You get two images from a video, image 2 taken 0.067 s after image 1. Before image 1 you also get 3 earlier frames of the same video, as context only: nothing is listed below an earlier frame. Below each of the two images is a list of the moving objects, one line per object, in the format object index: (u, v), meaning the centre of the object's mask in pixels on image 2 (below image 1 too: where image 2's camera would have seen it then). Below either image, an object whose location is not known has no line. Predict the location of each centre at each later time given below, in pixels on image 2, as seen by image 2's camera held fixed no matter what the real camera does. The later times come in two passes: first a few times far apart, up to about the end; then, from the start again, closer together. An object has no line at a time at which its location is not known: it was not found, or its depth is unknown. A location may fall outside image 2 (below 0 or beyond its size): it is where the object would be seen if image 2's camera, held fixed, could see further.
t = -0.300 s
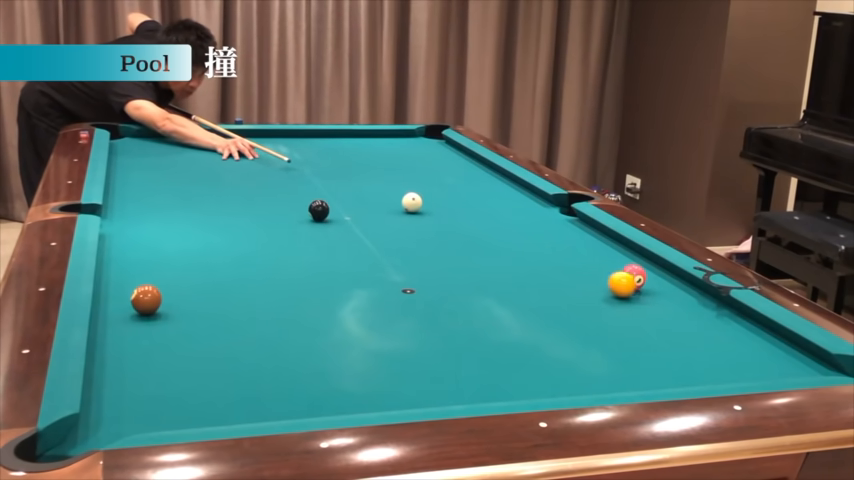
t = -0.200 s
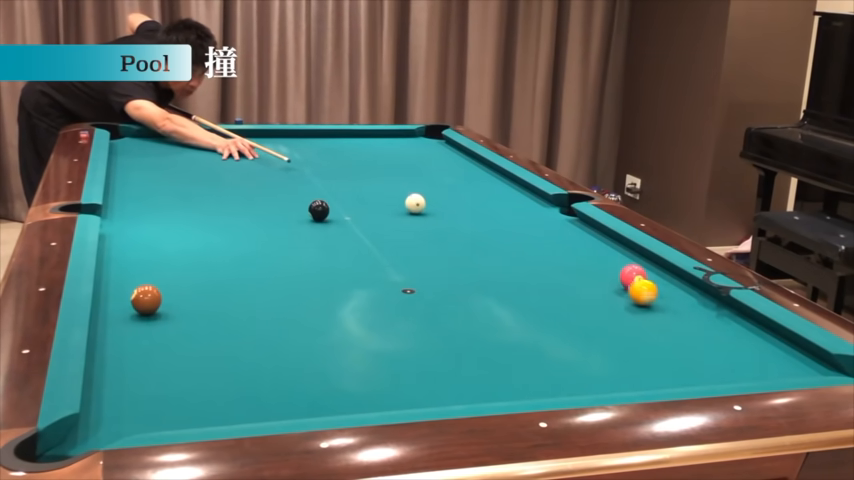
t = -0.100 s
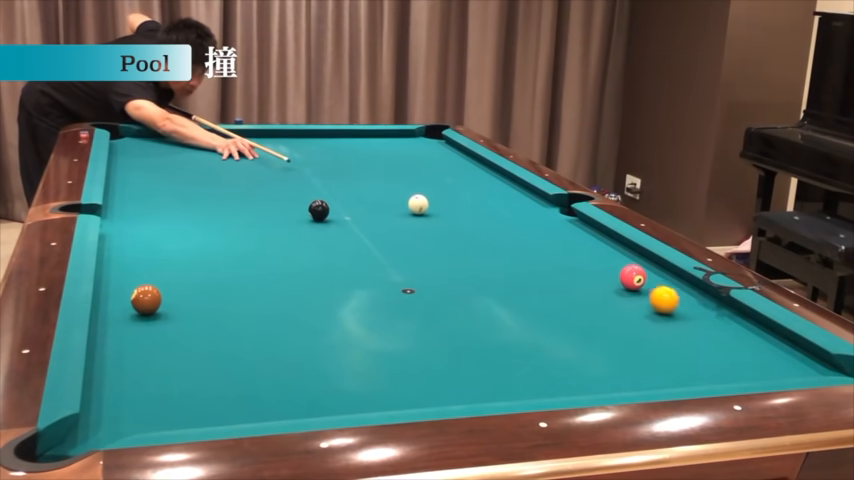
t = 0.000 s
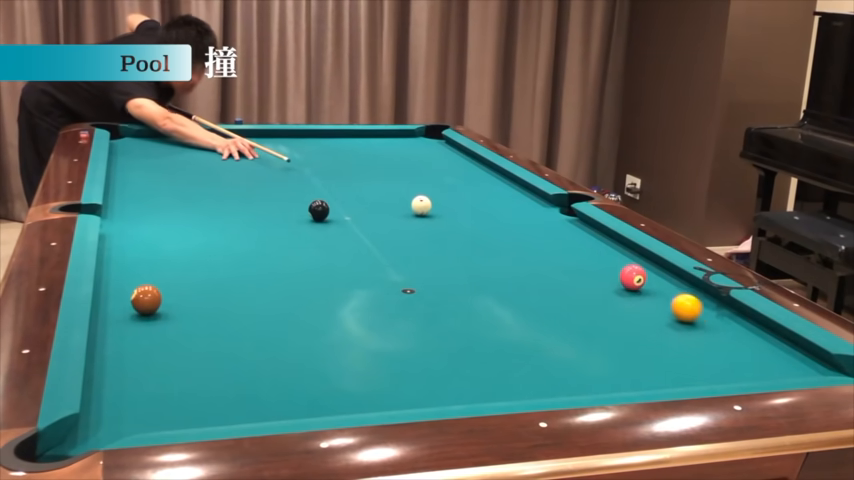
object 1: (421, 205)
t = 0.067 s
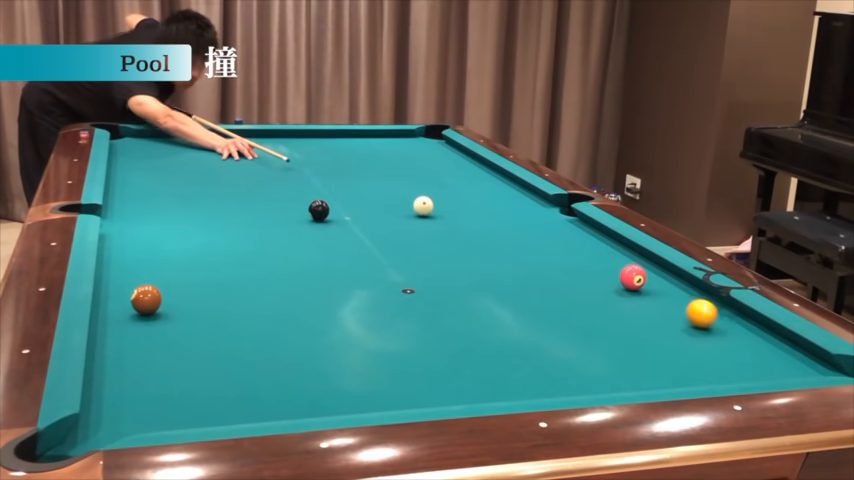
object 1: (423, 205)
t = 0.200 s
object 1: (427, 207)
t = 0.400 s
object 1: (432, 208)
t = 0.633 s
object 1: (437, 210)
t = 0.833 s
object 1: (441, 211)
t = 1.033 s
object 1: (444, 212)
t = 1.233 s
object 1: (447, 213)
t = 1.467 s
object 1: (450, 214)
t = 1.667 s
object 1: (451, 214)
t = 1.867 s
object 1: (452, 214)
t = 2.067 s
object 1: (453, 214)
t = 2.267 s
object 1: (453, 214)
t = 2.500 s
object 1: (453, 214)
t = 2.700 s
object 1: (453, 214)
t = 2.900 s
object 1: (453, 215)
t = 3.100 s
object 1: (453, 214)
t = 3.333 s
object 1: (452, 214)
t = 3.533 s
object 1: (452, 214)
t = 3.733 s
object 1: (452, 214)
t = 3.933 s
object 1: (452, 214)
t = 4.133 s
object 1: (452, 215)
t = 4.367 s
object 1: (452, 214)
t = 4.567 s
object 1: (452, 215)
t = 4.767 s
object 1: (452, 215)
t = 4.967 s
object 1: (453, 215)
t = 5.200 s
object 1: (453, 214)
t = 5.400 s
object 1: (453, 214)
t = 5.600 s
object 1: (453, 214)
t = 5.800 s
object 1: (452, 215)
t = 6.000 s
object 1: (453, 215)
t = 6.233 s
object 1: (452, 215)
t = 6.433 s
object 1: (452, 215)
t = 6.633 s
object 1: (452, 214)
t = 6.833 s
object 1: (452, 215)
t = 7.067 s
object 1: (452, 215)
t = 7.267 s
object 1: (452, 215)
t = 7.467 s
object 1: (452, 215)
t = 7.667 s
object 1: (452, 215)
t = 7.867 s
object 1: (452, 215)
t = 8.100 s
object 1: (452, 215)
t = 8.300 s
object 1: (452, 215)
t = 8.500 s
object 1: (452, 214)
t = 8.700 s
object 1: (452, 214)
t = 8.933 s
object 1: (453, 214)
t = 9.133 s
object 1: (453, 214)
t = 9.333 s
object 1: (453, 214)
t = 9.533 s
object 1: (452, 214)
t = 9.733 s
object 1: (452, 214)
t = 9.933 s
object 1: (452, 214)
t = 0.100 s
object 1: (424, 206)
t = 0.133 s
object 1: (425, 206)
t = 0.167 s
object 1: (426, 206)
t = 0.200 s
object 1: (427, 207)
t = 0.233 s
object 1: (428, 207)
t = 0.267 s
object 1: (428, 207)
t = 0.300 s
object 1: (429, 208)
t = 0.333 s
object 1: (430, 208)
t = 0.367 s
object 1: (431, 208)
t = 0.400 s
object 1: (432, 208)
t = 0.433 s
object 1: (433, 209)
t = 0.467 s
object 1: (434, 209)
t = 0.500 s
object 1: (434, 209)
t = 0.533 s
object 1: (435, 209)
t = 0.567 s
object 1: (436, 210)
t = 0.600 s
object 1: (436, 210)
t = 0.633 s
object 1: (437, 210)
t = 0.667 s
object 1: (438, 210)
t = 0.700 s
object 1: (439, 211)
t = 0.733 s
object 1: (439, 211)
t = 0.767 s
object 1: (440, 211)
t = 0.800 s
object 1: (441, 211)
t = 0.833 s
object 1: (441, 211)
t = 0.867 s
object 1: (442, 212)
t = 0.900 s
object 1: (442, 212)
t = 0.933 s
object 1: (443, 212)
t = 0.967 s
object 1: (443, 212)
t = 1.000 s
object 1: (444, 212)
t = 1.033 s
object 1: (444, 212)
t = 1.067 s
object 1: (445, 213)
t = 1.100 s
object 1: (445, 213)
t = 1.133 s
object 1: (446, 213)
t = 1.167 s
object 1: (446, 213)
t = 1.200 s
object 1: (447, 213)
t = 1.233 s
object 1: (447, 213)
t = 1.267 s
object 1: (448, 213)
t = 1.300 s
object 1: (448, 213)
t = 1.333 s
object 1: (448, 214)
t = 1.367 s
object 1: (449, 214)
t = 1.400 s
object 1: (449, 214)
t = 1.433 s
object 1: (449, 214)
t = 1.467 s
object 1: (450, 214)
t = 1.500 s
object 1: (450, 214)
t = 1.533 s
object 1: (450, 214)
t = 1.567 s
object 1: (450, 214)
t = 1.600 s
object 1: (451, 214)
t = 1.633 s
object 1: (451, 214)
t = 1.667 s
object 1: (451, 214)
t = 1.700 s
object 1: (452, 214)
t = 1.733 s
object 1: (452, 214)
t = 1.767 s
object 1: (452, 214)
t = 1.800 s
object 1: (452, 214)
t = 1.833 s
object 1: (452, 214)
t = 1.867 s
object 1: (452, 214)
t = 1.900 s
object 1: (453, 214)
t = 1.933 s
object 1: (453, 214)
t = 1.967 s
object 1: (453, 214)
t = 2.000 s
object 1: (453, 214)
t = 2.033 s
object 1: (453, 214)
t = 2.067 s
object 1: (453, 214)
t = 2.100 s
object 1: (453, 214)
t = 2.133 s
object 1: (453, 214)
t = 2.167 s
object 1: (453, 214)
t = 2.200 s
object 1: (453, 214)
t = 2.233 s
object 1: (453, 214)
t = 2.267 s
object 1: (453, 214)
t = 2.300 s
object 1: (453, 214)
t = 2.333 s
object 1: (453, 214)
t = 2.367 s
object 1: (453, 214)
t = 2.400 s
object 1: (453, 214)
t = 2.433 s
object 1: (453, 214)
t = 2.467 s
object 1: (453, 214)
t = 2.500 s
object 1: (453, 214)
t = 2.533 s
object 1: (453, 214)
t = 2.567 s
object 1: (453, 214)
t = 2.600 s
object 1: (453, 214)
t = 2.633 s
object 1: (453, 214)
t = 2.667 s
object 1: (453, 214)
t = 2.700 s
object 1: (453, 214)
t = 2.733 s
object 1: (453, 214)
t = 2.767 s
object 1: (453, 214)
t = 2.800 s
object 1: (453, 214)
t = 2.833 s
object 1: (453, 214)
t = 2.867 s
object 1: (452, 214)
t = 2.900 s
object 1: (453, 215)
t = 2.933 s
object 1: (453, 214)
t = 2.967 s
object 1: (453, 214)
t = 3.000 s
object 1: (452, 214)
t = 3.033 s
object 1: (453, 214)
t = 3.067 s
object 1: (452, 214)
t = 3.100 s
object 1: (453, 214)
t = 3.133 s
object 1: (453, 214)
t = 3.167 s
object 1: (452, 215)
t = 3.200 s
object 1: (453, 215)
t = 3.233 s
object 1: (453, 215)
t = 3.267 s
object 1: (453, 215)
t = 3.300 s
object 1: (452, 215)
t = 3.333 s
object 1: (452, 214)
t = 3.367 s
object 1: (453, 214)
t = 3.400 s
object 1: (453, 214)
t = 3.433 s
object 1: (453, 214)
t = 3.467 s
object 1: (452, 214)
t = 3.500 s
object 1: (452, 214)
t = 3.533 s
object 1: (452, 214)
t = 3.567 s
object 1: (452, 214)
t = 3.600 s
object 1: (452, 215)
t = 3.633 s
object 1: (452, 214)
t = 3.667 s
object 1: (452, 214)
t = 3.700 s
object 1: (452, 214)
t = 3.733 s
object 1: (452, 214)
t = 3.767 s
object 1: (452, 214)
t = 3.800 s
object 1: (452, 215)
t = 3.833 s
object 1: (453, 215)
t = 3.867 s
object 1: (452, 214)
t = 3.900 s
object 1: (452, 214)
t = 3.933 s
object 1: (452, 214)
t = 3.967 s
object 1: (452, 214)
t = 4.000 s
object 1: (452, 214)
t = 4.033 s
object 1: (452, 215)
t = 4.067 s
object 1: (452, 214)
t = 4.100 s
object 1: (452, 215)
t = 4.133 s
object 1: (452, 215)
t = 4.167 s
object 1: (453, 215)
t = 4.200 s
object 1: (452, 215)
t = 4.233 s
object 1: (452, 215)
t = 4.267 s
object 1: (452, 215)
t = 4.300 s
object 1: (452, 215)
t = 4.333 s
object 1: (452, 215)
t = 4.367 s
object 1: (452, 214)
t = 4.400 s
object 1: (452, 215)
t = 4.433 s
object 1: (452, 215)
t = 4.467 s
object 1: (452, 215)
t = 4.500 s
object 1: (452, 215)
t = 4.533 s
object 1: (452, 215)
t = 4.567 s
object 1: (452, 215)
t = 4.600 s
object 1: (453, 215)
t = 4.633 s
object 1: (452, 215)
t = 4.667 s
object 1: (453, 215)
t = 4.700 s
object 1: (453, 215)
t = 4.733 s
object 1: (453, 215)
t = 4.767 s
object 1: (452, 215)
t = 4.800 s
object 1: (452, 214)
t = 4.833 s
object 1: (452, 214)
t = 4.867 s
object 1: (452, 215)
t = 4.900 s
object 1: (452, 214)
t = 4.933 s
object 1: (453, 215)
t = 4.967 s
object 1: (453, 215)
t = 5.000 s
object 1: (452, 215)
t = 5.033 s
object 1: (453, 215)
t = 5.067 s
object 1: (452, 214)
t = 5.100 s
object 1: (452, 214)
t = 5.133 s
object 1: (452, 214)
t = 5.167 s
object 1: (452, 214)
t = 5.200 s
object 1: (453, 214)
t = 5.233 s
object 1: (453, 214)
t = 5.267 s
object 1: (453, 214)
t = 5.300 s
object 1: (453, 214)
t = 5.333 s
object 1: (453, 214)
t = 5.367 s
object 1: (453, 214)
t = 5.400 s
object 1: (453, 214)
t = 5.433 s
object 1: (453, 214)
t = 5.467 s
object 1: (453, 214)
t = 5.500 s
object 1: (453, 214)
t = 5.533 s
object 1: (453, 214)
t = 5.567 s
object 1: (453, 214)
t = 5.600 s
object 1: (453, 214)
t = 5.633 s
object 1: (452, 214)
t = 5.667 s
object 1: (452, 214)
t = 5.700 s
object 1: (453, 215)
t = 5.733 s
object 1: (452, 214)
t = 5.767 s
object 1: (452, 214)
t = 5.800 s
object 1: (452, 215)
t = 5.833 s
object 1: (452, 214)
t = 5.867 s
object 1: (452, 214)
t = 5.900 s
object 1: (452, 215)
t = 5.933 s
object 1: (452, 214)
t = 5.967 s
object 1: (453, 215)
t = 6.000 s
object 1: (453, 215)
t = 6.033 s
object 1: (452, 215)
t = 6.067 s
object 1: (453, 215)
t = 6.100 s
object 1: (452, 215)
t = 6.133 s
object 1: (452, 215)
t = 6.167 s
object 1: (452, 215)
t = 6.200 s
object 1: (452, 214)
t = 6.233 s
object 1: (452, 215)
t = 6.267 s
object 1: (452, 215)
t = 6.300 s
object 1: (452, 215)
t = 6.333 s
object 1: (452, 215)
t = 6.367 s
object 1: (452, 215)
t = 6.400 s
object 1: (452, 215)
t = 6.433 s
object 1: (452, 215)
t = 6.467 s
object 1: (452, 215)
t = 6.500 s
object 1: (452, 215)
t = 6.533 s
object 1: (452, 215)
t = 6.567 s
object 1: (452, 215)
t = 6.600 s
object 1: (452, 214)
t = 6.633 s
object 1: (452, 214)
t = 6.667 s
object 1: (452, 214)
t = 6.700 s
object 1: (452, 215)
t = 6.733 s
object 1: (452, 215)
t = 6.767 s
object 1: (452, 215)
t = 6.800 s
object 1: (452, 215)
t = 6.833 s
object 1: (452, 215)
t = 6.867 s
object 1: (452, 215)
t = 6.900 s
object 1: (452, 215)
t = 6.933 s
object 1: (452, 215)
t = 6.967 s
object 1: (452, 215)
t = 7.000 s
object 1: (452, 215)
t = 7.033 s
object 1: (452, 215)
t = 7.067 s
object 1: (452, 215)
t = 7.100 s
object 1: (452, 215)
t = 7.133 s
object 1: (452, 214)
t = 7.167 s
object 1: (452, 214)
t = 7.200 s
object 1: (452, 215)
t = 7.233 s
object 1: (452, 215)
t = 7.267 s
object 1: (452, 215)
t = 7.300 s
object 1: (452, 215)
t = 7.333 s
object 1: (452, 215)
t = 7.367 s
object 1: (452, 215)
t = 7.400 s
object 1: (452, 215)
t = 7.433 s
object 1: (452, 215)
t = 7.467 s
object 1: (452, 215)
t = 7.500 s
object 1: (452, 215)
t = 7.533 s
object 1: (452, 215)
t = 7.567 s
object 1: (452, 215)
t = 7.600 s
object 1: (452, 215)
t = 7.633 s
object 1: (452, 215)
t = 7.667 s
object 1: (452, 215)
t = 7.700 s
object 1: (452, 215)
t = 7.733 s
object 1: (452, 215)
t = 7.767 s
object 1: (452, 215)
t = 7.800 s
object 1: (452, 215)
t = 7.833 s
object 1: (452, 215)
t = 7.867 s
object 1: (452, 215)
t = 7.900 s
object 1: (452, 215)
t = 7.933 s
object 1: (452, 215)
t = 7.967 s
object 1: (452, 215)
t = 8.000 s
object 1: (452, 215)
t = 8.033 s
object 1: (452, 215)
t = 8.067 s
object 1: (452, 215)
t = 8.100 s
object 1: (452, 215)
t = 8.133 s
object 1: (452, 215)
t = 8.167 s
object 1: (452, 215)
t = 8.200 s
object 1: (452, 215)
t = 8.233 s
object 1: (452, 215)
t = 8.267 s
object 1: (452, 214)
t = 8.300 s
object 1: (452, 215)
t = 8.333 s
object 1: (452, 215)
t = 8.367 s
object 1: (452, 214)
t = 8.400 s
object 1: (452, 215)
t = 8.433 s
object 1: (452, 214)
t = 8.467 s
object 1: (452, 214)
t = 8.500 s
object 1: (452, 214)
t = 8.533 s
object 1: (452, 214)
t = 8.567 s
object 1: (452, 214)
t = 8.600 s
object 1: (452, 214)
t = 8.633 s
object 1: (452, 214)
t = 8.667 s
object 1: (452, 214)
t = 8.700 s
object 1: (452, 214)
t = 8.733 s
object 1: (452, 214)
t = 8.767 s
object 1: (452, 214)
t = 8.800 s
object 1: (452, 214)
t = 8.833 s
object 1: (452, 214)
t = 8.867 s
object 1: (453, 214)
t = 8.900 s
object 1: (453, 214)
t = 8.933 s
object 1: (453, 214)
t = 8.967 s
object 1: (453, 214)
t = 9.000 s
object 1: (453, 214)
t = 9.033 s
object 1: (453, 214)
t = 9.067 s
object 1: (453, 214)
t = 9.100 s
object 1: (453, 214)
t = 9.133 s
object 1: (453, 214)
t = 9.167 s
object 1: (453, 214)
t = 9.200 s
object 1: (453, 214)
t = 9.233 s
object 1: (453, 214)
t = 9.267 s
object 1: (453, 214)
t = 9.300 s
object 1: (453, 214)
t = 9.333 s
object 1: (453, 214)
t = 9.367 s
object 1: (453, 214)
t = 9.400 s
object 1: (453, 214)
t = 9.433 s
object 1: (453, 214)
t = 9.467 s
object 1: (453, 214)
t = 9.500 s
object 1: (453, 214)
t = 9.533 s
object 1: (452, 214)
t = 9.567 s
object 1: (452, 214)
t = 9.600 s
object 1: (452, 214)
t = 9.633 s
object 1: (452, 214)
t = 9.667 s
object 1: (452, 214)
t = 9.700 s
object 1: (452, 214)
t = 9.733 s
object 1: (452, 214)
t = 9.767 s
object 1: (452, 214)
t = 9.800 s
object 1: (452, 214)
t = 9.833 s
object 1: (452, 214)
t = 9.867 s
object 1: (452, 214)
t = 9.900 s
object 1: (452, 214)
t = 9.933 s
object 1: (452, 214)
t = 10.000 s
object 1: (453, 214)
